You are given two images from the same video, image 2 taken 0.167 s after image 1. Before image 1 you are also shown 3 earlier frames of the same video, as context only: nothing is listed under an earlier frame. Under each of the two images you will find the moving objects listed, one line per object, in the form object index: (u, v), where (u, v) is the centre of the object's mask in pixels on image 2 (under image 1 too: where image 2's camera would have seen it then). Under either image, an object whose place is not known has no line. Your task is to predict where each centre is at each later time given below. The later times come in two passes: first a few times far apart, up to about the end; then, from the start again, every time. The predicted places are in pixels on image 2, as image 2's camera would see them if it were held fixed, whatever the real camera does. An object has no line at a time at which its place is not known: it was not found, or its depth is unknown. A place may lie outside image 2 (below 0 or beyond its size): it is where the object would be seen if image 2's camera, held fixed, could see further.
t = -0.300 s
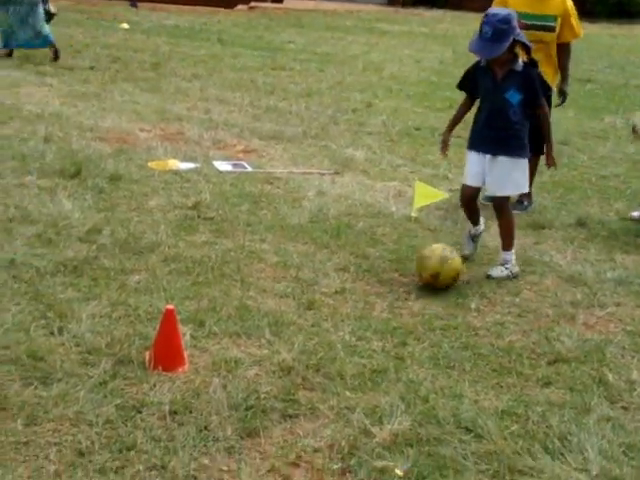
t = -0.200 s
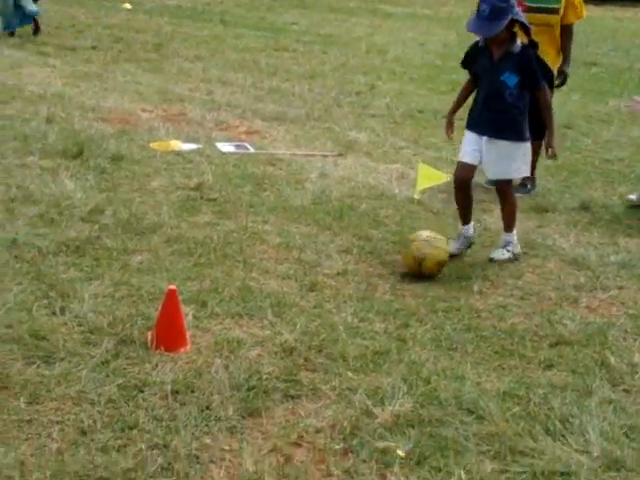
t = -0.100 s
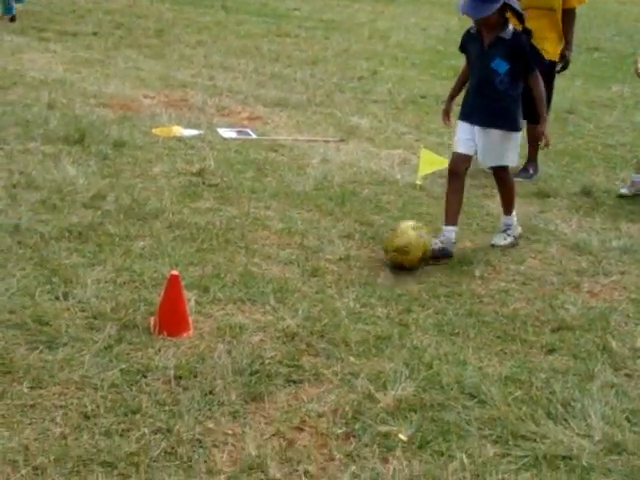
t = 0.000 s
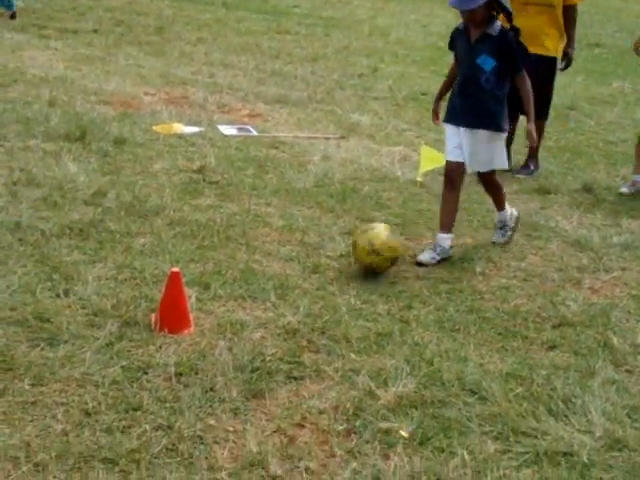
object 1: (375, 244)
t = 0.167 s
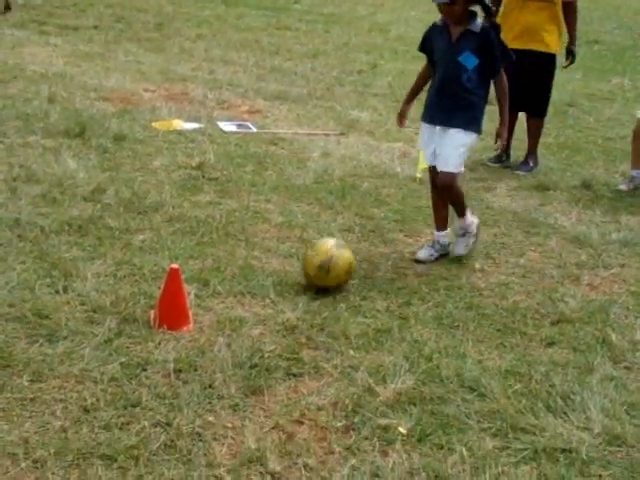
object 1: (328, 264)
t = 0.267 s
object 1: (298, 276)
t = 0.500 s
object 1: (226, 302)
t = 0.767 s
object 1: (131, 335)
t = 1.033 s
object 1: (36, 366)
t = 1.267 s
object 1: (-38, 394)
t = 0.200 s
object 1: (317, 269)
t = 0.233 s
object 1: (308, 273)
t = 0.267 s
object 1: (298, 276)
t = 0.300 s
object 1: (288, 280)
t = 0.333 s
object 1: (280, 285)
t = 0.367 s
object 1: (269, 289)
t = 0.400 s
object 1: (259, 291)
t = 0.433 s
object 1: (247, 297)
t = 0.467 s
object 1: (236, 298)
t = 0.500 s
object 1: (226, 302)
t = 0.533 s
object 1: (216, 308)
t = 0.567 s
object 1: (205, 312)
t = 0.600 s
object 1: (192, 316)
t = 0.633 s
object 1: (180, 321)
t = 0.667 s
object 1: (167, 323)
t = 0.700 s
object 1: (156, 326)
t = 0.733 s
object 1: (144, 333)
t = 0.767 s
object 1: (131, 335)
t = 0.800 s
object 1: (120, 338)
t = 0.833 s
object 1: (108, 341)
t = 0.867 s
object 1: (95, 347)
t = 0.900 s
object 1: (85, 349)
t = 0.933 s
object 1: (72, 354)
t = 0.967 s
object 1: (60, 358)
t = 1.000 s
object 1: (48, 360)
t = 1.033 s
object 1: (36, 366)
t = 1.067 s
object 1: (24, 369)
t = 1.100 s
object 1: (11, 374)
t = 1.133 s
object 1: (-3, 379)
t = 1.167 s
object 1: (-15, 384)
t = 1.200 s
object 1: (-23, 386)
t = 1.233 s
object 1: (-31, 389)
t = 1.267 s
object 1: (-38, 394)
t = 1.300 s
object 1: (-46, 399)
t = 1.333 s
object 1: (-53, 402)
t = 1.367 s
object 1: (-58, 404)
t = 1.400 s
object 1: (-63, 412)
